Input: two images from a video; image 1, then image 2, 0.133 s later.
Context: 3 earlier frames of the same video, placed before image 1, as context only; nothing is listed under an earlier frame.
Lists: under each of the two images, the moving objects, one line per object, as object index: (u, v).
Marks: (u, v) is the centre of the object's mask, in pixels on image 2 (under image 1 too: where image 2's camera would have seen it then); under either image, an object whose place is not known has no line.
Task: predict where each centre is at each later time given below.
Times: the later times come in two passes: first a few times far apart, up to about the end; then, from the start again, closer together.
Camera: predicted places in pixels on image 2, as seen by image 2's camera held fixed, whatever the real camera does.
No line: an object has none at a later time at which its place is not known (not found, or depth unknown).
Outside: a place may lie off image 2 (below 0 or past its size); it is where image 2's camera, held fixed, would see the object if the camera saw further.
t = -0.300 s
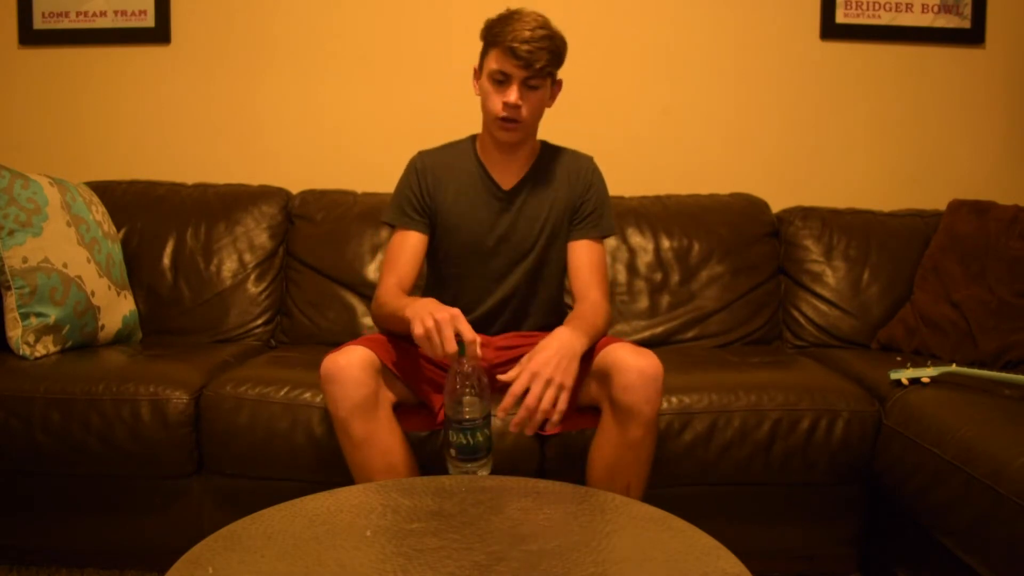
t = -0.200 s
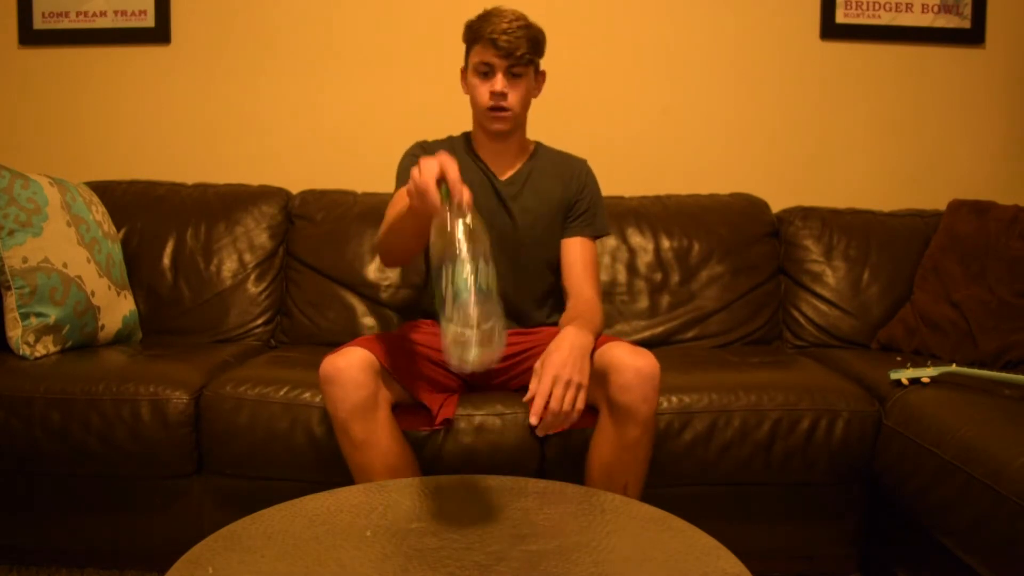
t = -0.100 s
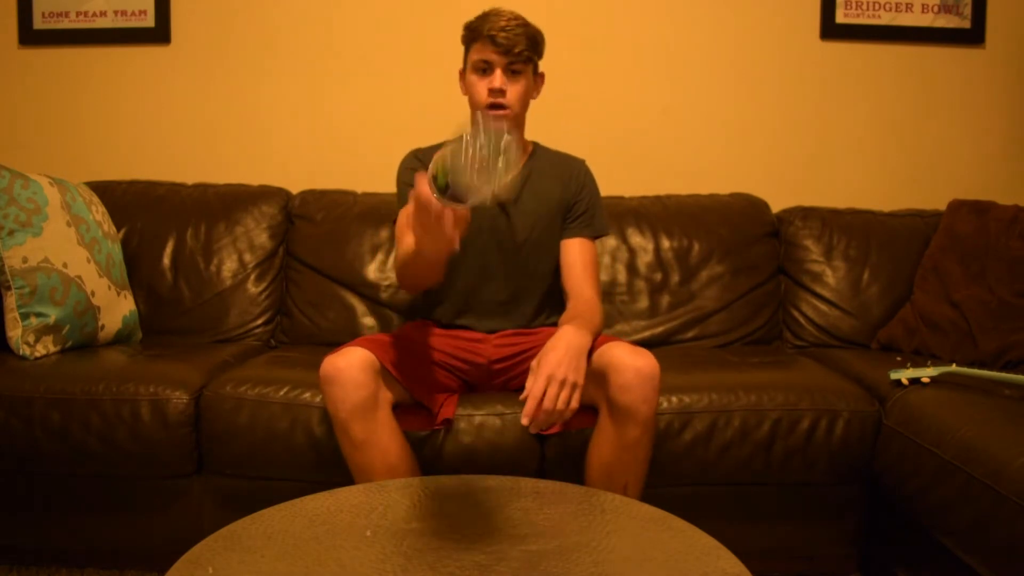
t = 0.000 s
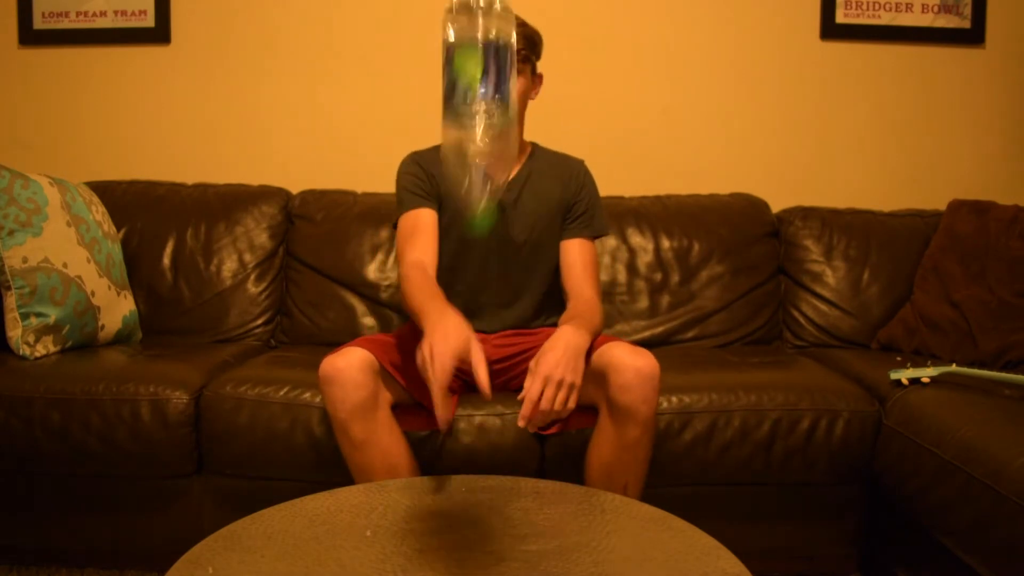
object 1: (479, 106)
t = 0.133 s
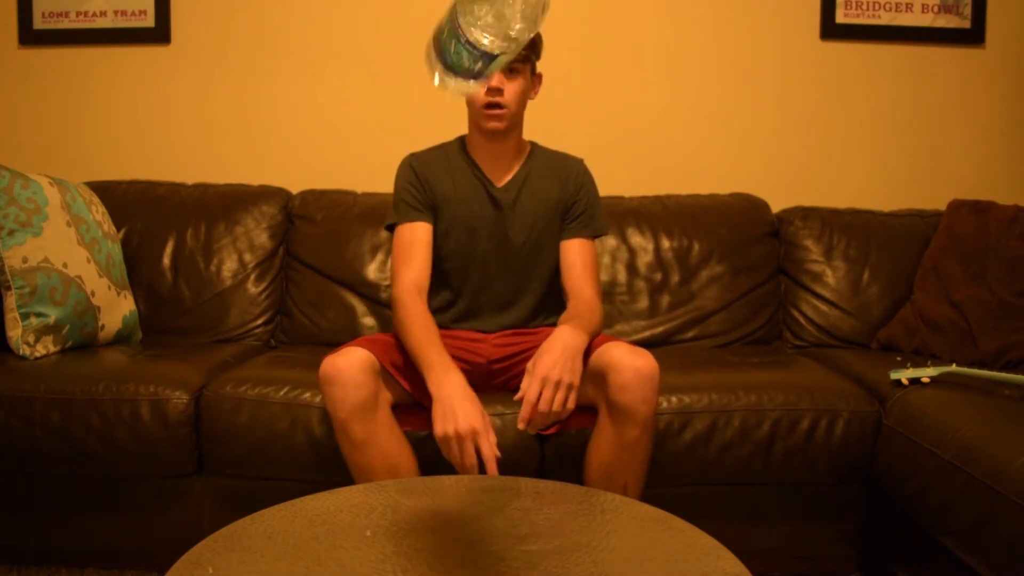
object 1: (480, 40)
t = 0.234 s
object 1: (485, 120)
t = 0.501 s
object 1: (481, 486)
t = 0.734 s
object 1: (480, 486)
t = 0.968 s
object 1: (480, 486)
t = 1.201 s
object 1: (480, 486)
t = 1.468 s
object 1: (480, 486)
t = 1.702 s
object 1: (480, 486)
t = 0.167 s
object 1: (482, 58)
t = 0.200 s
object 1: (484, 83)
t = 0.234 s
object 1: (485, 120)
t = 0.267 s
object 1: (486, 176)
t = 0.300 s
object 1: (485, 249)
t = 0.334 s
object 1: (483, 335)
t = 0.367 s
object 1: (482, 439)
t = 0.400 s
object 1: (480, 483)
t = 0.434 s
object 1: (477, 485)
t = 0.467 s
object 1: (482, 486)
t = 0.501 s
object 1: (481, 486)
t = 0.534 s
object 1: (479, 486)
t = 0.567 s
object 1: (481, 486)
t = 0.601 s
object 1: (480, 486)
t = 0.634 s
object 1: (480, 486)
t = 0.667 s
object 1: (480, 486)
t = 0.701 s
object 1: (480, 486)
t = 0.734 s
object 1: (480, 486)
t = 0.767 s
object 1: (480, 486)
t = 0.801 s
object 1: (480, 486)
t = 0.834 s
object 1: (480, 486)
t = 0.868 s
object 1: (480, 486)
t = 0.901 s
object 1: (480, 486)
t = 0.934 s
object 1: (480, 486)
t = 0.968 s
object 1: (480, 486)
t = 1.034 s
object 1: (480, 486)
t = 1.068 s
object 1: (480, 486)
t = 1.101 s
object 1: (480, 486)
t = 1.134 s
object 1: (480, 486)
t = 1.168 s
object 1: (480, 486)
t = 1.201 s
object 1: (480, 486)
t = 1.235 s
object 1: (480, 486)
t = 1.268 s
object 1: (480, 486)
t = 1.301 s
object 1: (480, 486)
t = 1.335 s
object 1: (480, 486)
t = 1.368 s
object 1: (480, 486)
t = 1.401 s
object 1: (480, 486)
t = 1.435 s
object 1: (480, 486)
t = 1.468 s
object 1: (480, 486)
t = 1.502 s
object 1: (480, 486)
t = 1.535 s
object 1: (480, 486)
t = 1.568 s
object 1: (480, 486)
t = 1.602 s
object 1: (480, 486)
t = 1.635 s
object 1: (480, 486)
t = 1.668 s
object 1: (480, 486)
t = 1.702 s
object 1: (480, 486)
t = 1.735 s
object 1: (480, 486)
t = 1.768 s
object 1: (480, 486)
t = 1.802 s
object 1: (480, 486)
